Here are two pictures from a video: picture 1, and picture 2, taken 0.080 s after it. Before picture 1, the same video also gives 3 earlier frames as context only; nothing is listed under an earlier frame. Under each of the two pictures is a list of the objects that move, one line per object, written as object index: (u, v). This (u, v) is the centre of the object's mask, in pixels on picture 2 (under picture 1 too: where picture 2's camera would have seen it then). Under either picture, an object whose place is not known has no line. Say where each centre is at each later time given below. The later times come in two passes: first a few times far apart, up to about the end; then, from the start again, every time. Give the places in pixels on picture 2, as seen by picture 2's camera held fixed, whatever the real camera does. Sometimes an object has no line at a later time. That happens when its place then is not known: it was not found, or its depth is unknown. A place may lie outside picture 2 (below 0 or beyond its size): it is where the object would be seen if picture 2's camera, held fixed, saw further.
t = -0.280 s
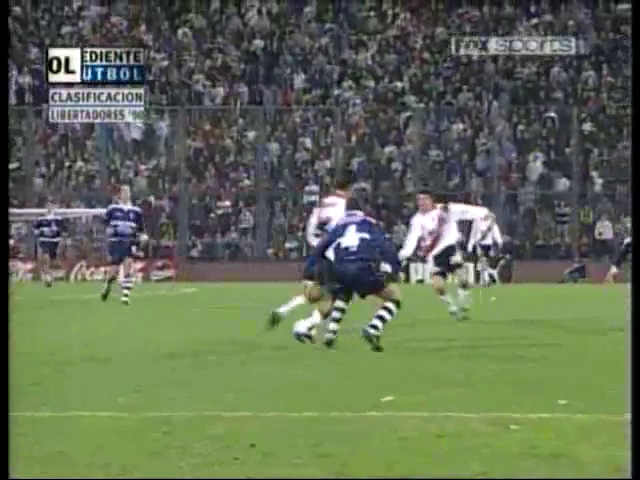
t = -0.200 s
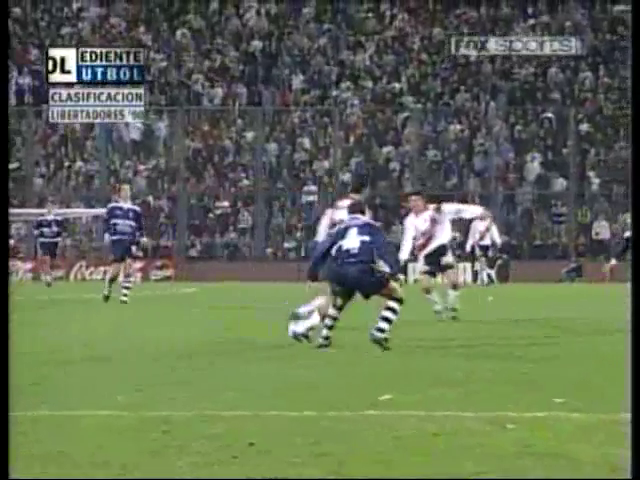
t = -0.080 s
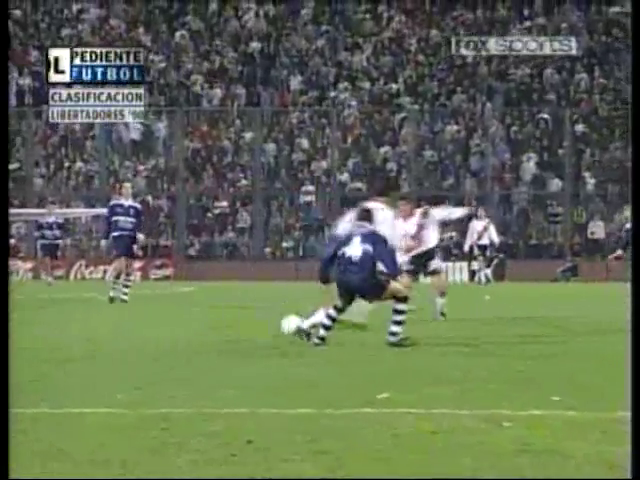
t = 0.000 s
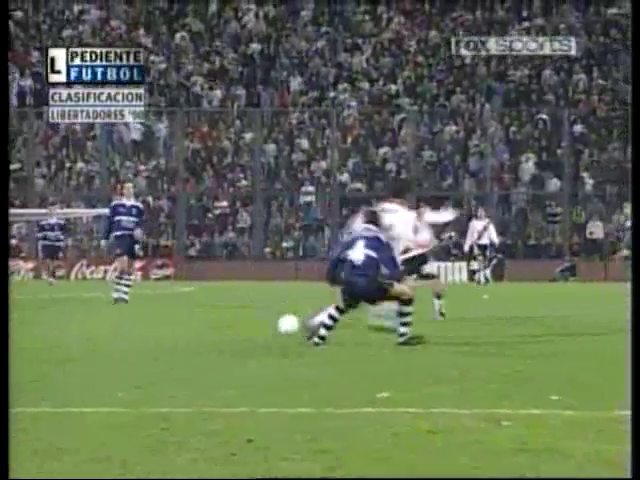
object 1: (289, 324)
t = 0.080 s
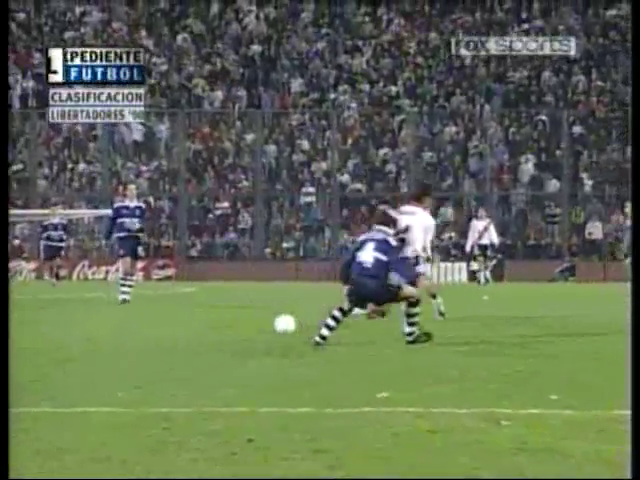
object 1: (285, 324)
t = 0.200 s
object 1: (280, 323)
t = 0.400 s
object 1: (273, 321)
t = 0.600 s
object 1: (267, 320)
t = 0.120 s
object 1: (284, 323)
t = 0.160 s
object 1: (282, 323)
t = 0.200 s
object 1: (280, 323)
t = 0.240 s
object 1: (279, 323)
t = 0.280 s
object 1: (278, 322)
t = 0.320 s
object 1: (277, 323)
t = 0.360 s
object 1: (274, 322)
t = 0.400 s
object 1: (273, 321)
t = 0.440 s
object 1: (272, 321)
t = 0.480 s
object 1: (270, 320)
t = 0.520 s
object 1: (269, 321)
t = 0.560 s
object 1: (268, 320)
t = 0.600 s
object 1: (267, 320)
